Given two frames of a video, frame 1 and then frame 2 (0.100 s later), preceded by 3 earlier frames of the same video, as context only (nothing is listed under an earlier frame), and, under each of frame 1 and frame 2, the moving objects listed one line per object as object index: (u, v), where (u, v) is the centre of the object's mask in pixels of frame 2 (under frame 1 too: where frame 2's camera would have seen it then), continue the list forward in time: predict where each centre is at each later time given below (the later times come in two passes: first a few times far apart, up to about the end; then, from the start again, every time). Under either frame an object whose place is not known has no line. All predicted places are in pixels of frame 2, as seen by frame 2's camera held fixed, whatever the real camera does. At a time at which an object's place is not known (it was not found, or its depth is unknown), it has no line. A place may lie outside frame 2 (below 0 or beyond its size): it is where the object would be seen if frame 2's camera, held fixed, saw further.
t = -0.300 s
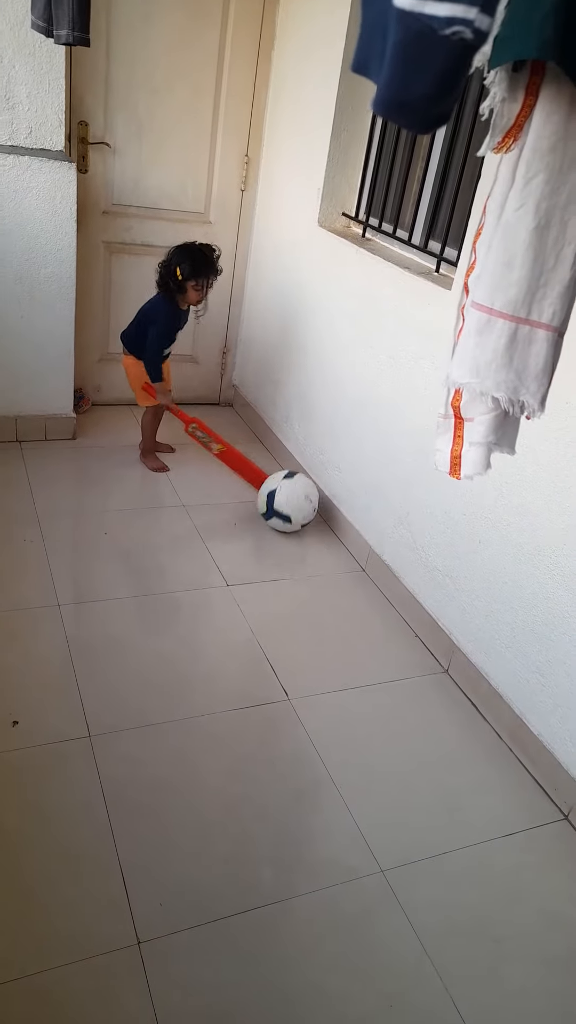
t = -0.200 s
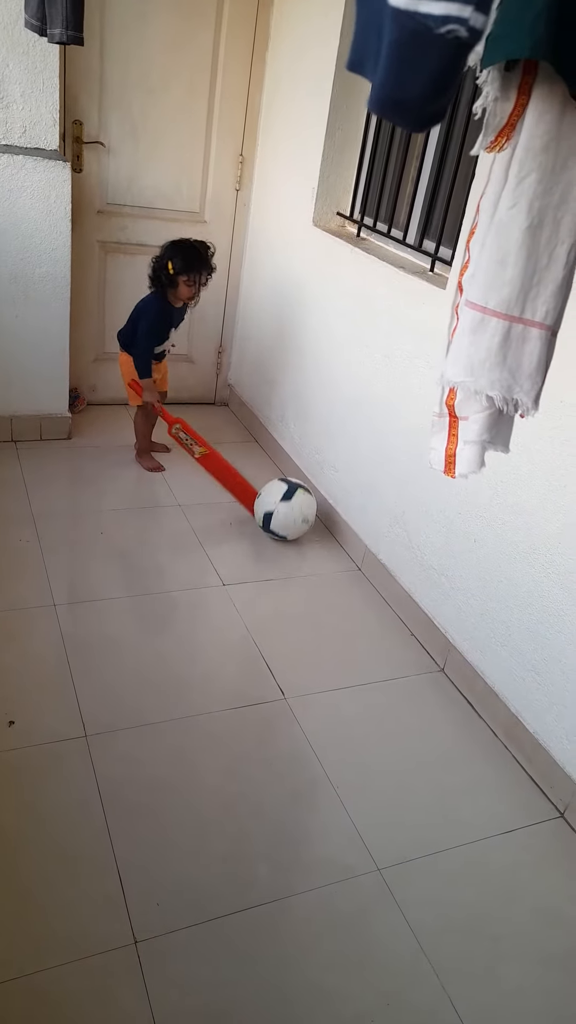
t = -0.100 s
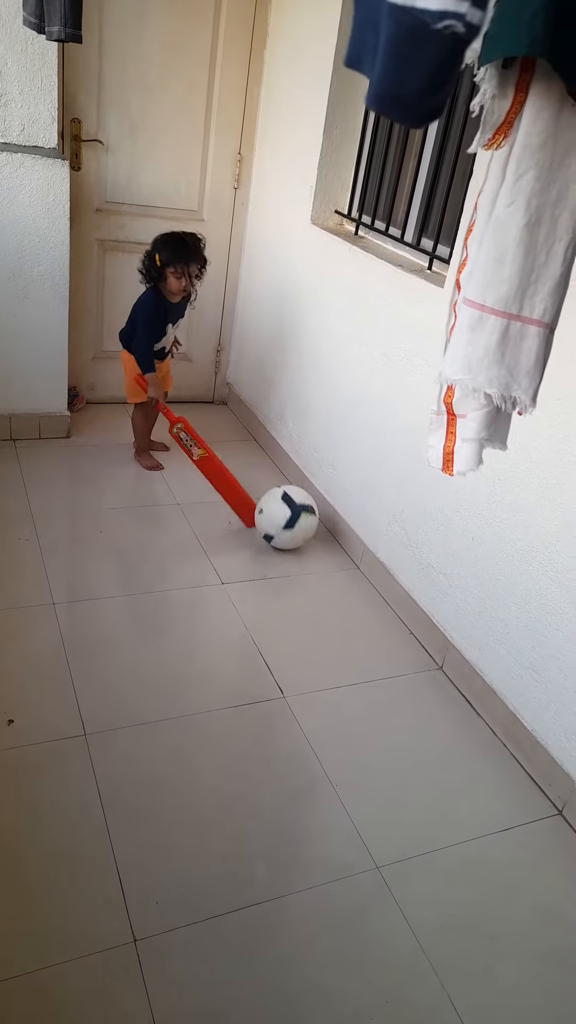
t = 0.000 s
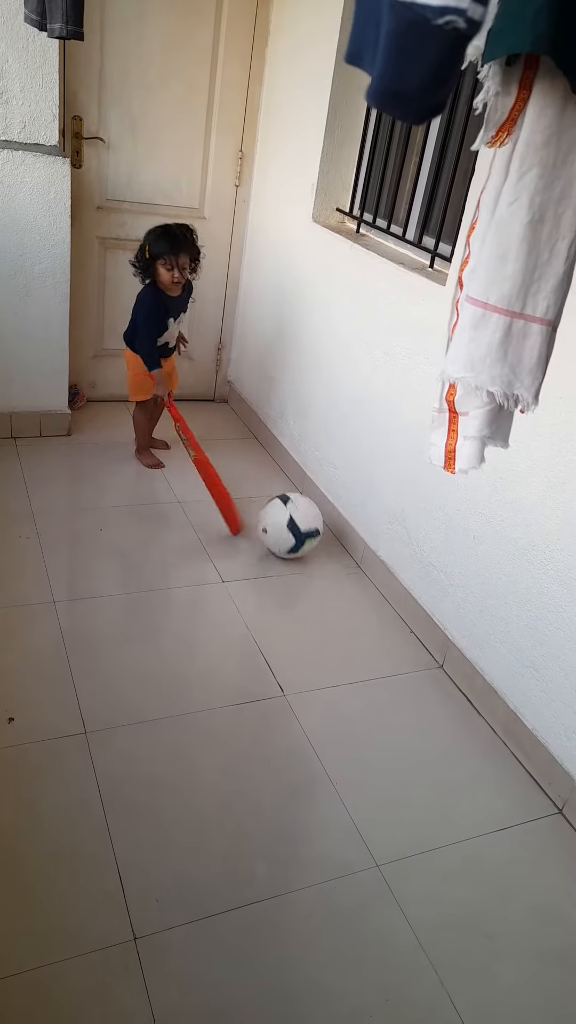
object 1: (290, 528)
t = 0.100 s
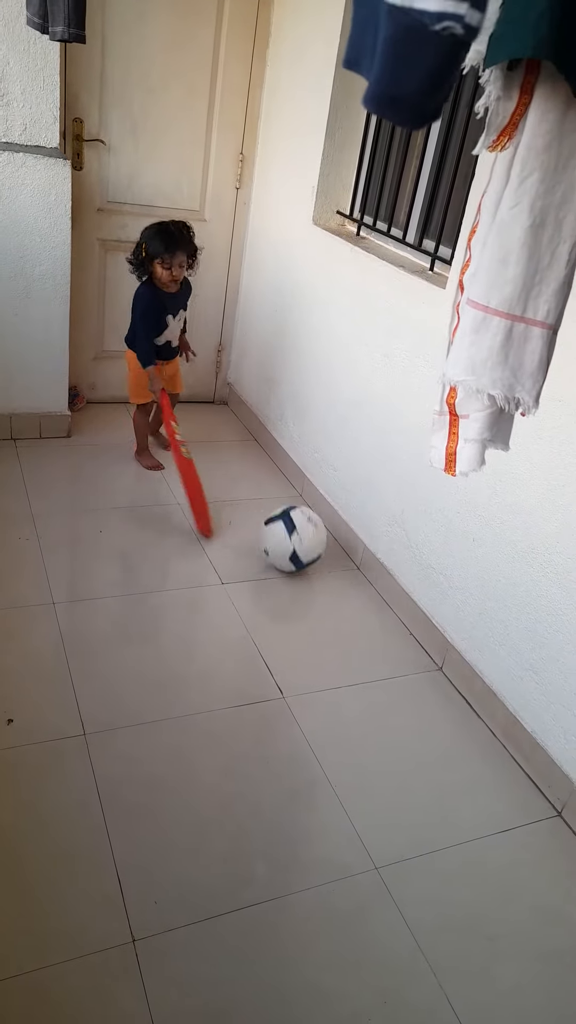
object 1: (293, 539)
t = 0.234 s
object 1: (298, 554)
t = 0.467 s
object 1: (309, 583)
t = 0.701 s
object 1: (322, 616)
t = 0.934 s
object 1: (335, 652)
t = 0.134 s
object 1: (295, 543)
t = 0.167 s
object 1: (296, 546)
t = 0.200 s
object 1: (297, 550)
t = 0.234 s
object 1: (298, 554)
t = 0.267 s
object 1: (300, 557)
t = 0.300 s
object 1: (302, 562)
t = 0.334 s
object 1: (303, 566)
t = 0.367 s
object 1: (304, 570)
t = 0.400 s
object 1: (306, 574)
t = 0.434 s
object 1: (307, 578)
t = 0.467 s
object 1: (309, 583)
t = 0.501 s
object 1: (311, 588)
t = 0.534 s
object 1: (312, 593)
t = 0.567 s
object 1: (313, 598)
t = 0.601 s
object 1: (315, 602)
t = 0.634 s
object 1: (317, 607)
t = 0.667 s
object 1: (319, 612)
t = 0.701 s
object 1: (322, 616)
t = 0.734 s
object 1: (323, 621)
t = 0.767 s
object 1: (325, 626)
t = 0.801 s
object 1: (328, 632)
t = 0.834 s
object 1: (330, 637)
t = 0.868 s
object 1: (331, 641)
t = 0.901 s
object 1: (333, 647)
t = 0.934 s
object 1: (335, 652)
